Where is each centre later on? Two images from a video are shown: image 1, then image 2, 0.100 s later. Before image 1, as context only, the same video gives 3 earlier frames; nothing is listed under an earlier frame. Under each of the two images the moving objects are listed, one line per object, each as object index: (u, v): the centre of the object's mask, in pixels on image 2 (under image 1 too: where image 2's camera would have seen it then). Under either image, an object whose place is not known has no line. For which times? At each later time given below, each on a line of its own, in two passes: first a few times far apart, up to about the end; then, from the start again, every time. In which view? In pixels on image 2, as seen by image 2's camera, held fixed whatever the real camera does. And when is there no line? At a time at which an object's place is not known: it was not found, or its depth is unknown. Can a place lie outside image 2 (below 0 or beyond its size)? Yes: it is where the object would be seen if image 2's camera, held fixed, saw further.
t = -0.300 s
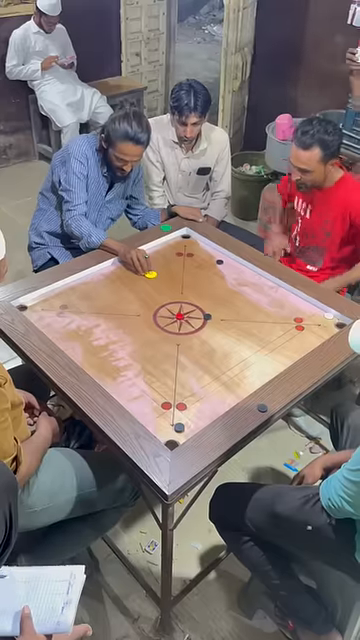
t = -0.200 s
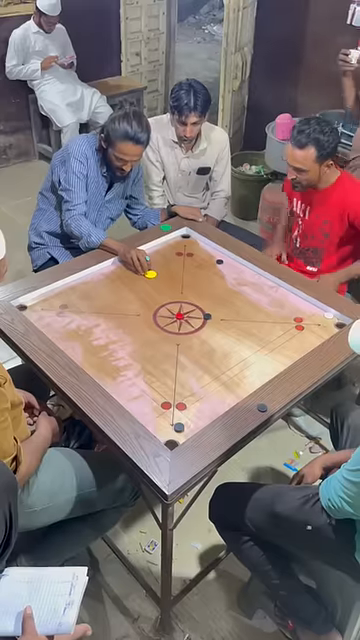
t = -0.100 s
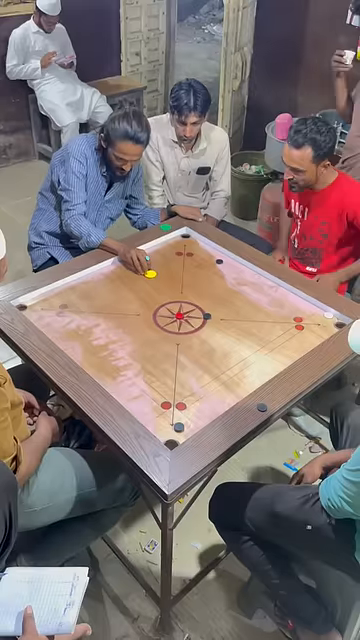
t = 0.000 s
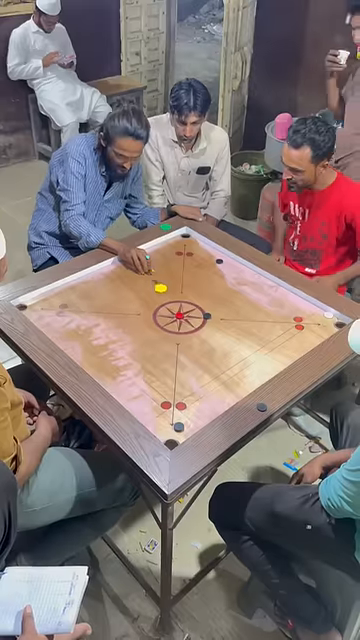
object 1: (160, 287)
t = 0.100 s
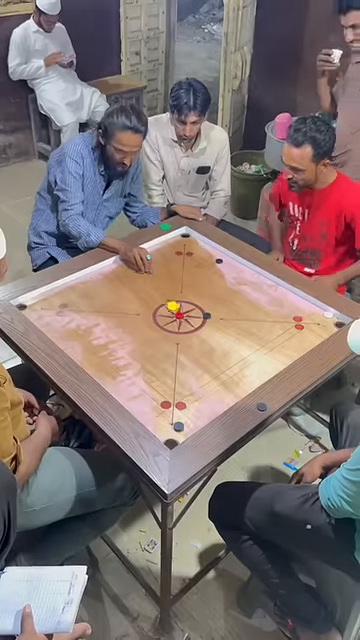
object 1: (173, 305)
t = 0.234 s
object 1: (182, 316)
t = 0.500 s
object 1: (196, 332)
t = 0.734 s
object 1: (209, 345)
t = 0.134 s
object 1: (176, 309)
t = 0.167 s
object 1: (177, 312)
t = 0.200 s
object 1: (180, 314)
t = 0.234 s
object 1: (182, 316)
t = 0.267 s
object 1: (183, 318)
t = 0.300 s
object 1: (185, 320)
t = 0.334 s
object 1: (187, 322)
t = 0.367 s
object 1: (189, 324)
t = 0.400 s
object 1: (191, 326)
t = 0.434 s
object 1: (193, 329)
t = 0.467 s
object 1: (195, 330)
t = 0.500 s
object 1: (196, 332)
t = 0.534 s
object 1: (199, 334)
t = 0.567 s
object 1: (200, 335)
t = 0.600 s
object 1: (201, 337)
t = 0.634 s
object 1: (203, 341)
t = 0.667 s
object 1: (206, 343)
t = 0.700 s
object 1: (208, 344)
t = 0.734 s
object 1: (209, 345)
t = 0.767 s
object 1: (210, 347)
